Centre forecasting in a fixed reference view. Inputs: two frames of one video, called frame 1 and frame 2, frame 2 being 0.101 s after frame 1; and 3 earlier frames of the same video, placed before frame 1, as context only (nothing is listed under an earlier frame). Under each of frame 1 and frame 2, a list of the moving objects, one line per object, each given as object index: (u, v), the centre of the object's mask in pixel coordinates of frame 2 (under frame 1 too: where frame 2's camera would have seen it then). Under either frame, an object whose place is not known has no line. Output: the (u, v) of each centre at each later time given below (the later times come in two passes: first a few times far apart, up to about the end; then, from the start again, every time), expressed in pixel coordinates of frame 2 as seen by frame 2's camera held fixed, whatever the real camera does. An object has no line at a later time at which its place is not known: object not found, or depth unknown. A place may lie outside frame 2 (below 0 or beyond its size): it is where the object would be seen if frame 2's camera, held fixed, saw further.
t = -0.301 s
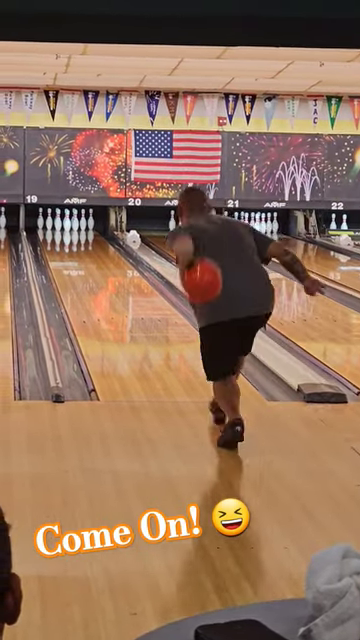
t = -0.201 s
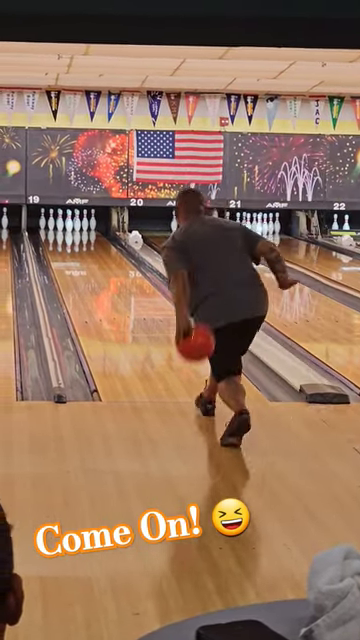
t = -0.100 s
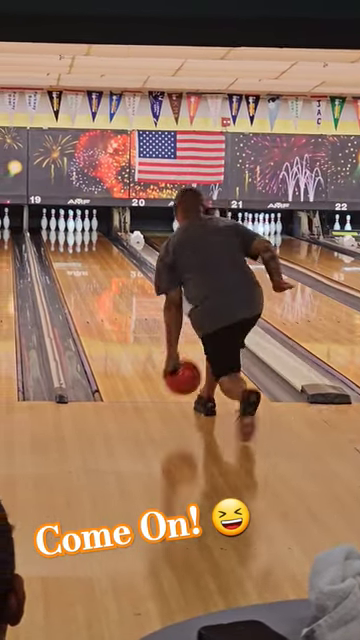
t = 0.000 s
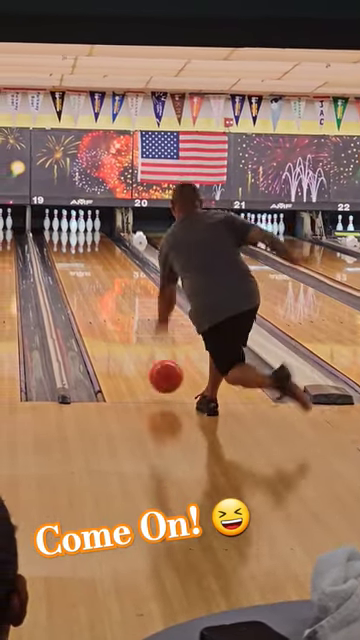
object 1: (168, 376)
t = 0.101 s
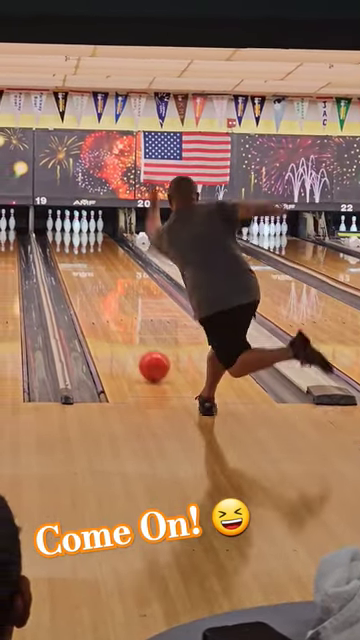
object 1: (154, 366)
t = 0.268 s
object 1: (134, 342)
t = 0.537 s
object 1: (111, 311)
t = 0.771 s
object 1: (96, 293)
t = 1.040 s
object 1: (84, 276)
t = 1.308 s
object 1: (76, 262)
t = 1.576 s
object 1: (70, 251)
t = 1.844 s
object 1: (66, 242)
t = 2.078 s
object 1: (66, 235)
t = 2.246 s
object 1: (66, 232)
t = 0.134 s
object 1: (150, 361)
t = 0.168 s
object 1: (145, 356)
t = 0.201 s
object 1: (141, 351)
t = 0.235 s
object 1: (138, 347)
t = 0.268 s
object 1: (134, 342)
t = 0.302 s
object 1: (131, 337)
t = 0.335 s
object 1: (127, 334)
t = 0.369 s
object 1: (124, 330)
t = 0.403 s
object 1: (122, 326)
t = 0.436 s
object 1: (119, 322)
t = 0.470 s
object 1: (116, 318)
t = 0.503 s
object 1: (113, 315)
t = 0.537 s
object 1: (111, 311)
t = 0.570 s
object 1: (108, 309)
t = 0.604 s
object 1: (106, 308)
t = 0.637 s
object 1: (104, 303)
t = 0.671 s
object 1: (102, 300)
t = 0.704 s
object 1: (100, 298)
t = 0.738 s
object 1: (98, 295)
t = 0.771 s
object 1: (96, 293)
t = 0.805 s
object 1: (95, 290)
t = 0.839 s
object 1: (93, 289)
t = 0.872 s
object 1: (92, 285)
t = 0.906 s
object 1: (90, 284)
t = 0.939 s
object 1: (89, 282)
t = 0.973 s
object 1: (87, 280)
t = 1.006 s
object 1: (85, 278)
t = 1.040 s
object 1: (84, 276)
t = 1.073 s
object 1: (83, 274)
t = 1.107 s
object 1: (81, 272)
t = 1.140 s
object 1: (81, 271)
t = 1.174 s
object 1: (80, 267)
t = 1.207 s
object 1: (79, 266)
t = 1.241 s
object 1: (78, 264)
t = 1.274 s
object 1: (77, 263)
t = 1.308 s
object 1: (76, 262)
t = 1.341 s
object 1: (75, 260)
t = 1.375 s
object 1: (74, 258)
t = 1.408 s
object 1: (73, 257)
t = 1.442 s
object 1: (72, 256)
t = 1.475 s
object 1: (72, 255)
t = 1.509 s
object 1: (71, 253)
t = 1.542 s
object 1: (70, 252)
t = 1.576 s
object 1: (70, 251)
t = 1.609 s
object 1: (68, 250)
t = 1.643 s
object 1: (68, 248)
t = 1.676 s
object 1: (67, 247)
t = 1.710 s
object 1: (67, 246)
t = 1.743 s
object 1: (67, 245)
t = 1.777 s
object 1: (67, 244)
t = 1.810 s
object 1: (66, 244)
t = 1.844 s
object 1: (66, 242)
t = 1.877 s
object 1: (66, 241)
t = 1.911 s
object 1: (66, 240)
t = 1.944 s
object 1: (66, 239)
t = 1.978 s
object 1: (65, 238)
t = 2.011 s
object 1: (66, 237)
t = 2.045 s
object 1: (65, 236)
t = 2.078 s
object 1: (66, 235)
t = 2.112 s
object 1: (66, 235)
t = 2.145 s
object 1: (66, 234)
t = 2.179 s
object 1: (66, 233)
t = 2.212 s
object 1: (66, 232)
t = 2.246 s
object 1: (66, 232)
